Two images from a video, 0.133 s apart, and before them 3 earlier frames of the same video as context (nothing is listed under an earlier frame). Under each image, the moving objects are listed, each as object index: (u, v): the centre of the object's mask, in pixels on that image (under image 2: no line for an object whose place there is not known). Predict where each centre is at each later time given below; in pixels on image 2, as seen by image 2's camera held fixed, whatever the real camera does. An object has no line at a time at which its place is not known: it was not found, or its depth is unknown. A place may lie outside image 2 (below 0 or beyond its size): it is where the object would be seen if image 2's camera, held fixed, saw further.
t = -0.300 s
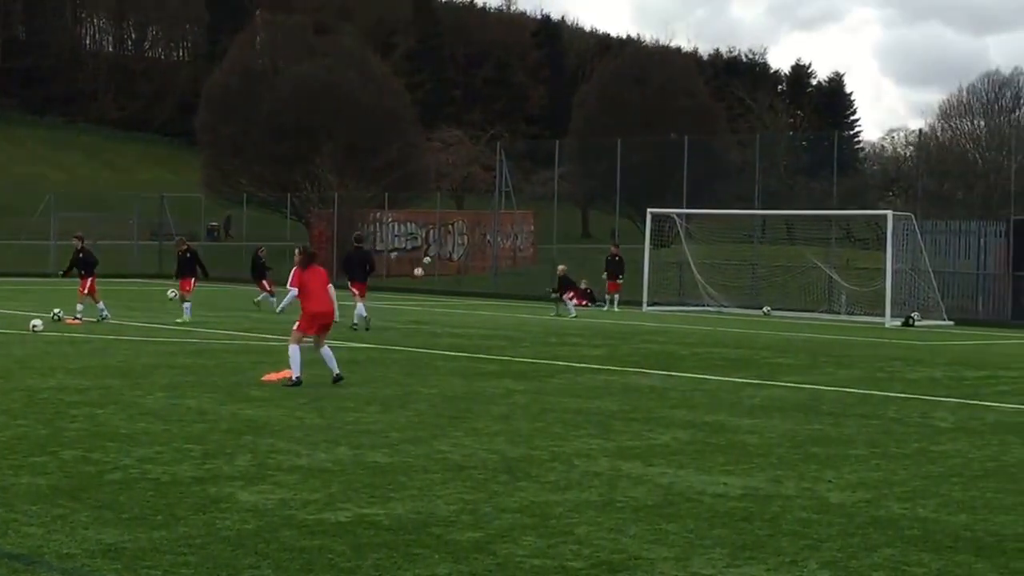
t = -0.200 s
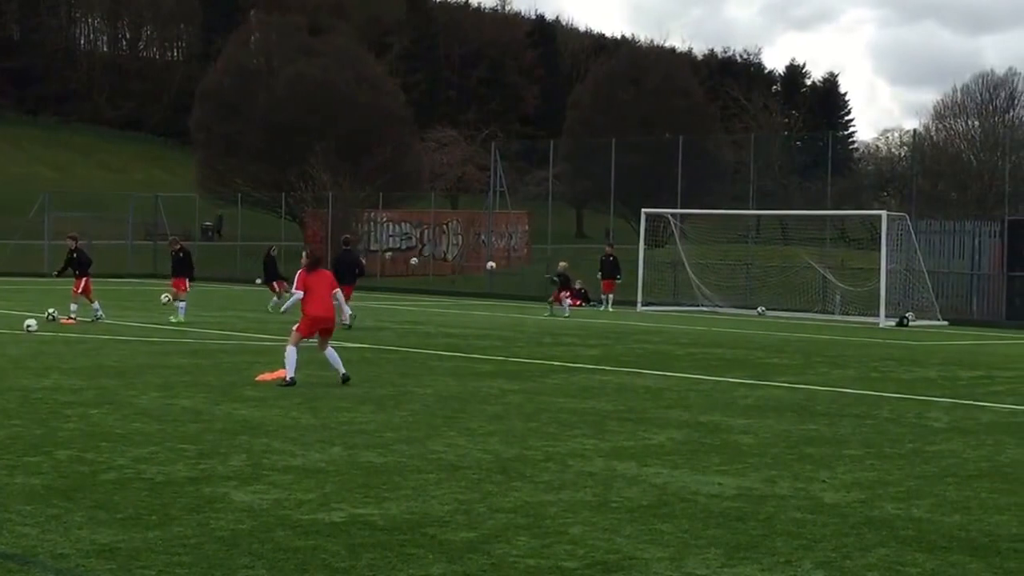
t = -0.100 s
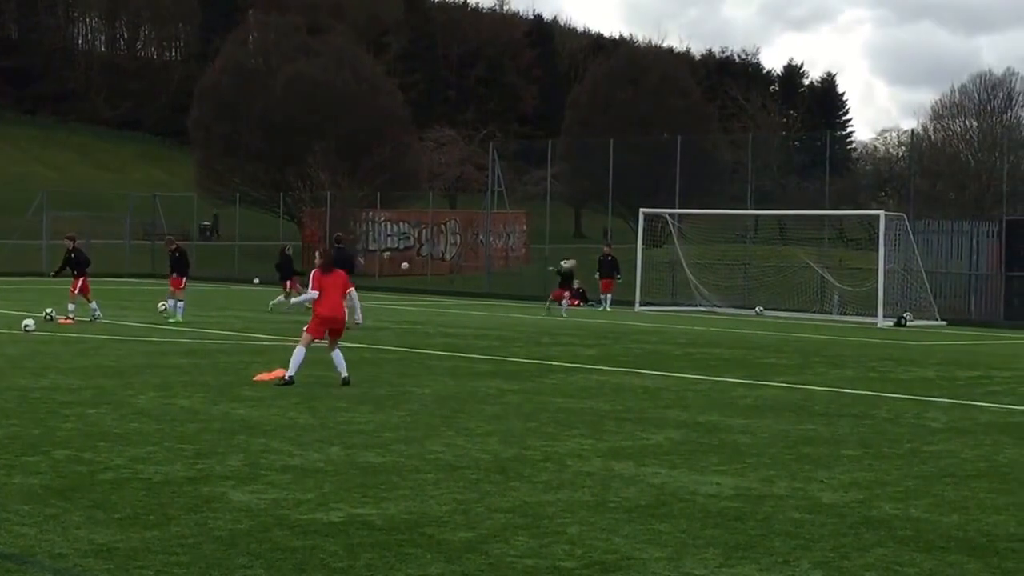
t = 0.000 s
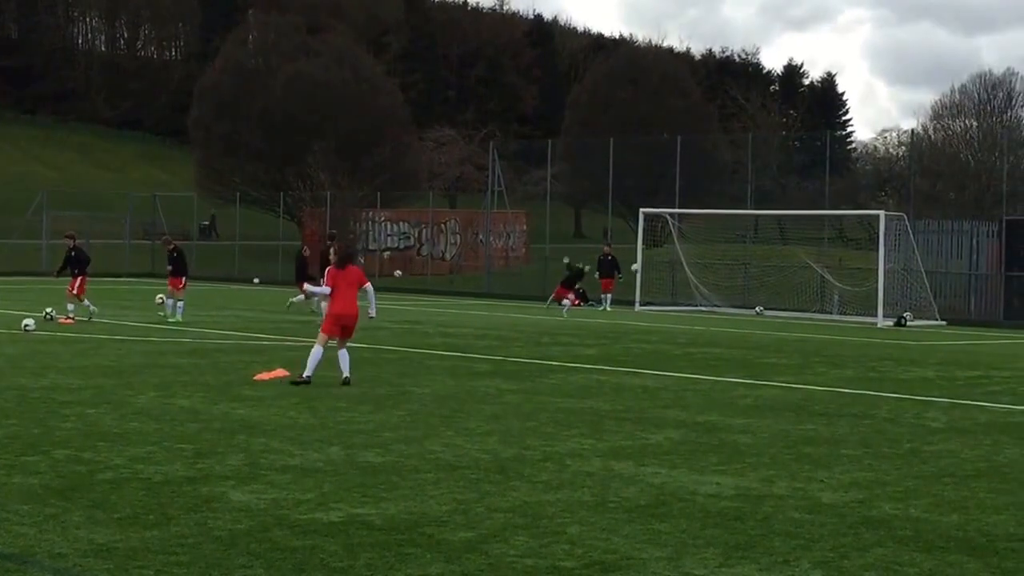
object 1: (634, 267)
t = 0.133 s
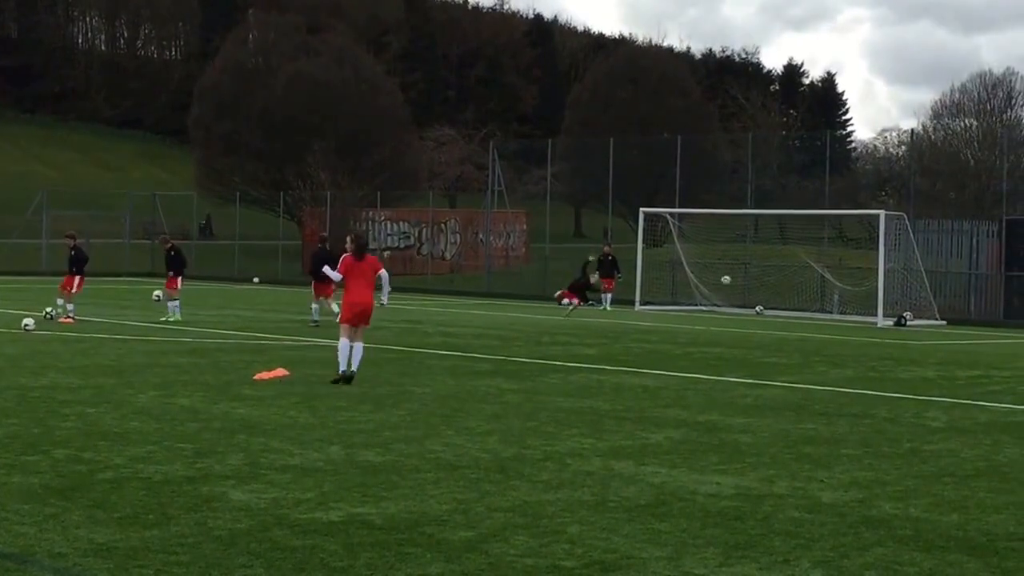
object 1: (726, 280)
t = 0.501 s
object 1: (923, 299)
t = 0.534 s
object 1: (931, 295)
